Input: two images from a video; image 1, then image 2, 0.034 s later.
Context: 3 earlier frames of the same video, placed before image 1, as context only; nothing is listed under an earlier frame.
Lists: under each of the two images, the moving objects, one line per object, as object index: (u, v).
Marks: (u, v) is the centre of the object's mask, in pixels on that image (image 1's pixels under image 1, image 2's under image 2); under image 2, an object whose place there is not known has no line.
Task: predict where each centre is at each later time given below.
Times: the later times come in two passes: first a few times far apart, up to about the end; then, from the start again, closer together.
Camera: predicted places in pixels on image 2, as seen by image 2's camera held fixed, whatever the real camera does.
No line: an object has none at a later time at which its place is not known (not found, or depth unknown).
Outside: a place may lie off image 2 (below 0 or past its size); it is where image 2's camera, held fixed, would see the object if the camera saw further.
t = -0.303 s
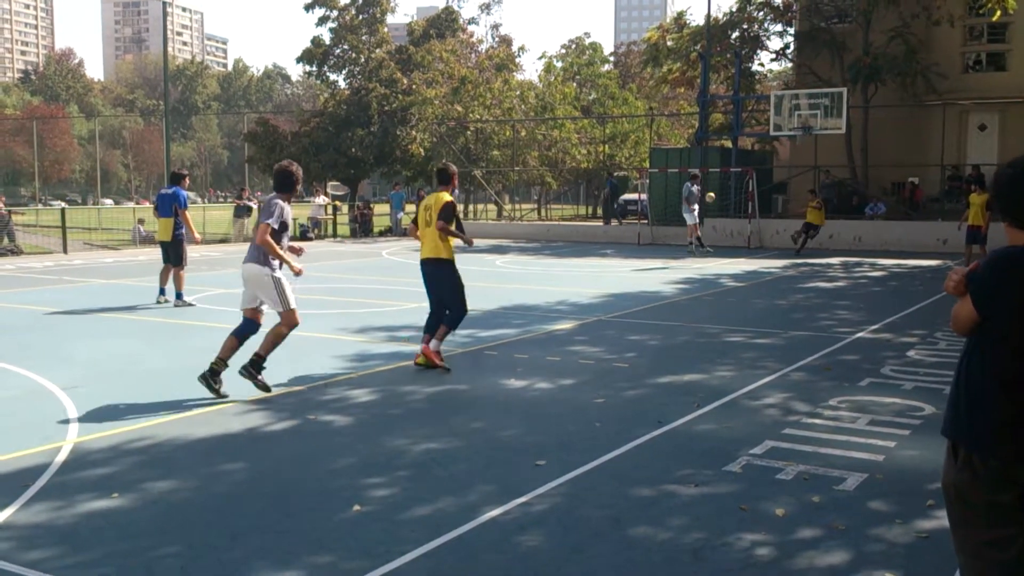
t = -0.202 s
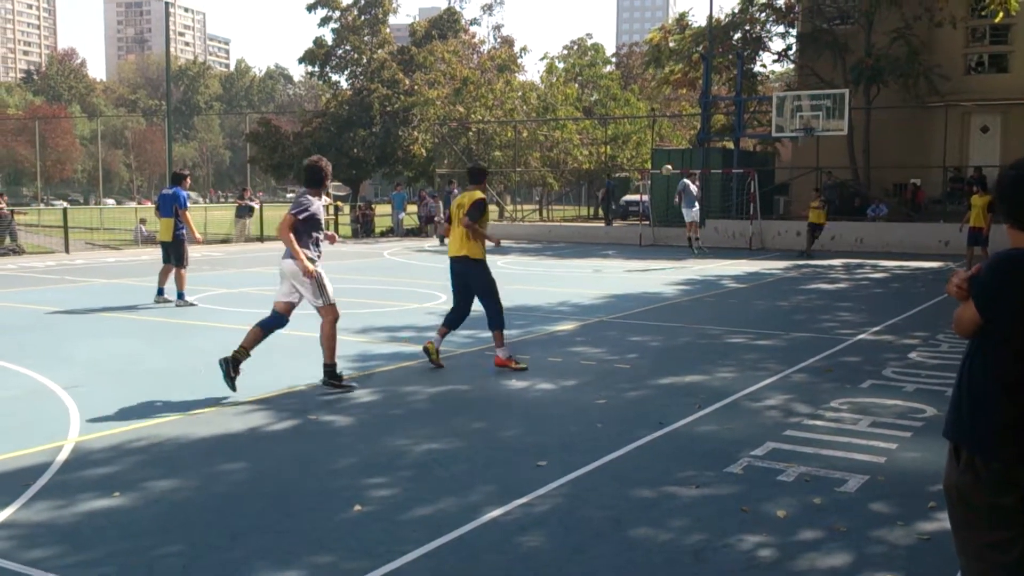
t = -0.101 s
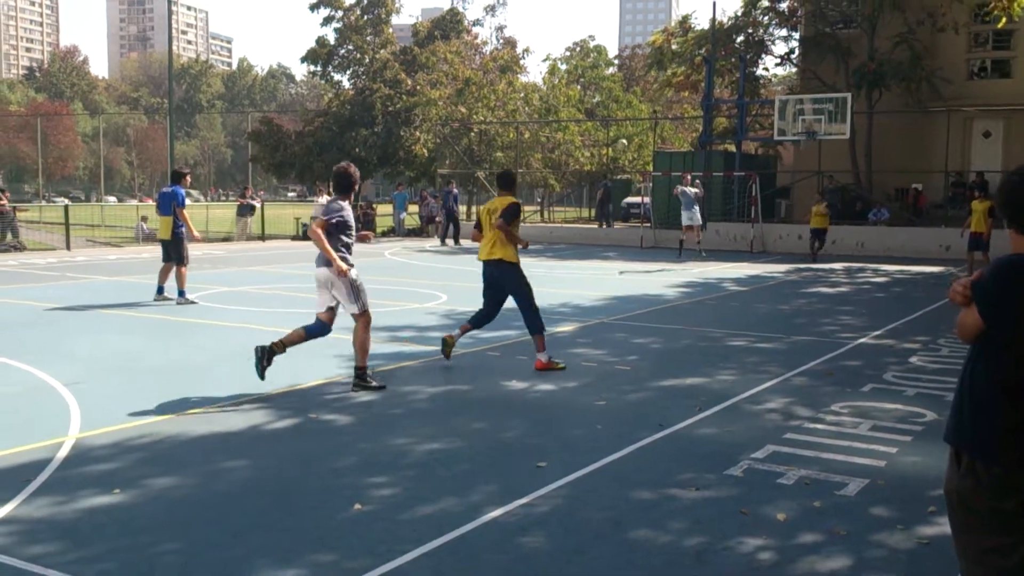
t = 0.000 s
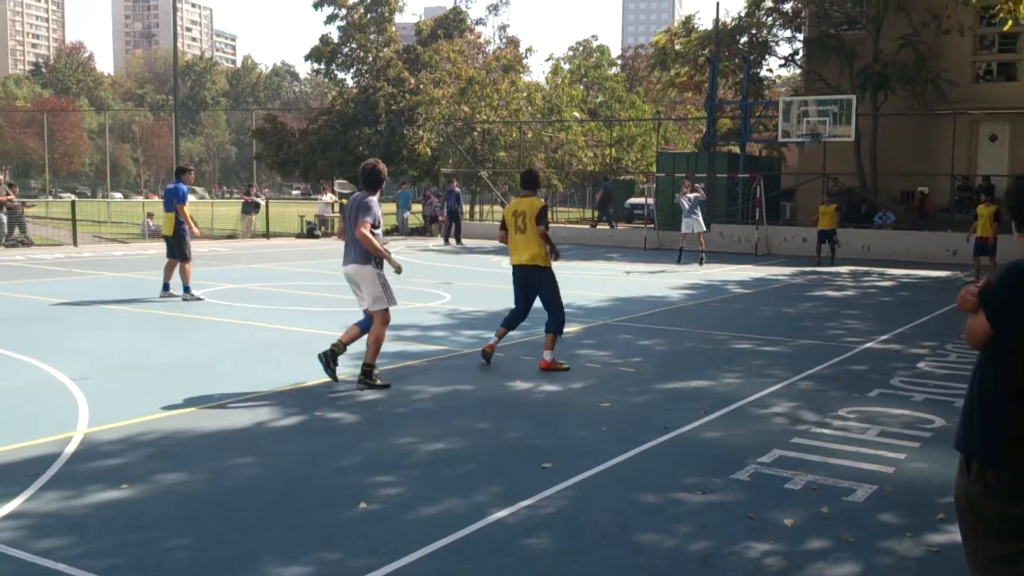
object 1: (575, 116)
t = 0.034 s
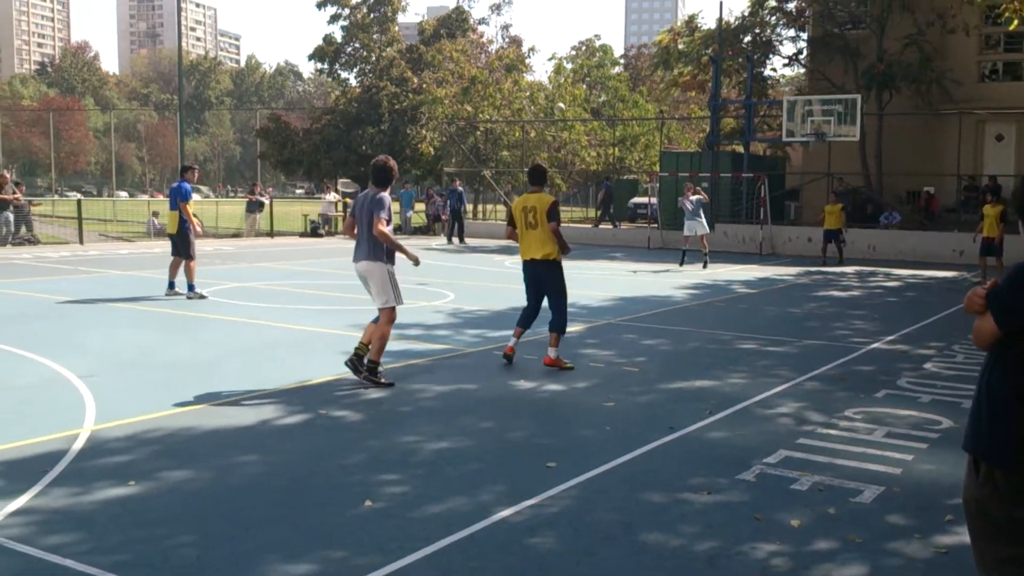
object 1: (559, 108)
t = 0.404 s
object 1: (323, 35)
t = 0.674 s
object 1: (70, 20)
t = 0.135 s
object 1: (503, 84)
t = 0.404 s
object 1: (323, 35)
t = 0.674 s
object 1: (70, 20)
